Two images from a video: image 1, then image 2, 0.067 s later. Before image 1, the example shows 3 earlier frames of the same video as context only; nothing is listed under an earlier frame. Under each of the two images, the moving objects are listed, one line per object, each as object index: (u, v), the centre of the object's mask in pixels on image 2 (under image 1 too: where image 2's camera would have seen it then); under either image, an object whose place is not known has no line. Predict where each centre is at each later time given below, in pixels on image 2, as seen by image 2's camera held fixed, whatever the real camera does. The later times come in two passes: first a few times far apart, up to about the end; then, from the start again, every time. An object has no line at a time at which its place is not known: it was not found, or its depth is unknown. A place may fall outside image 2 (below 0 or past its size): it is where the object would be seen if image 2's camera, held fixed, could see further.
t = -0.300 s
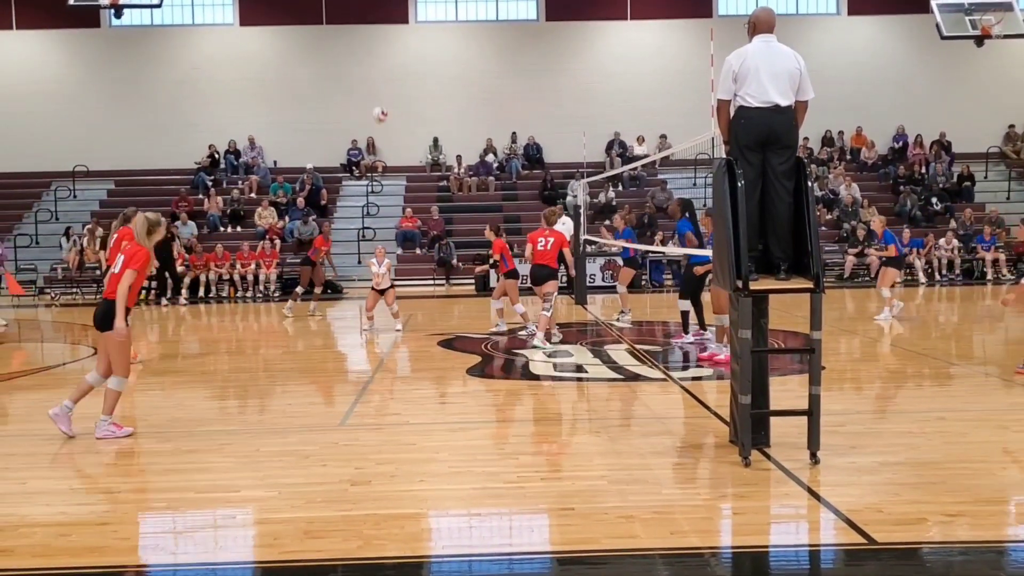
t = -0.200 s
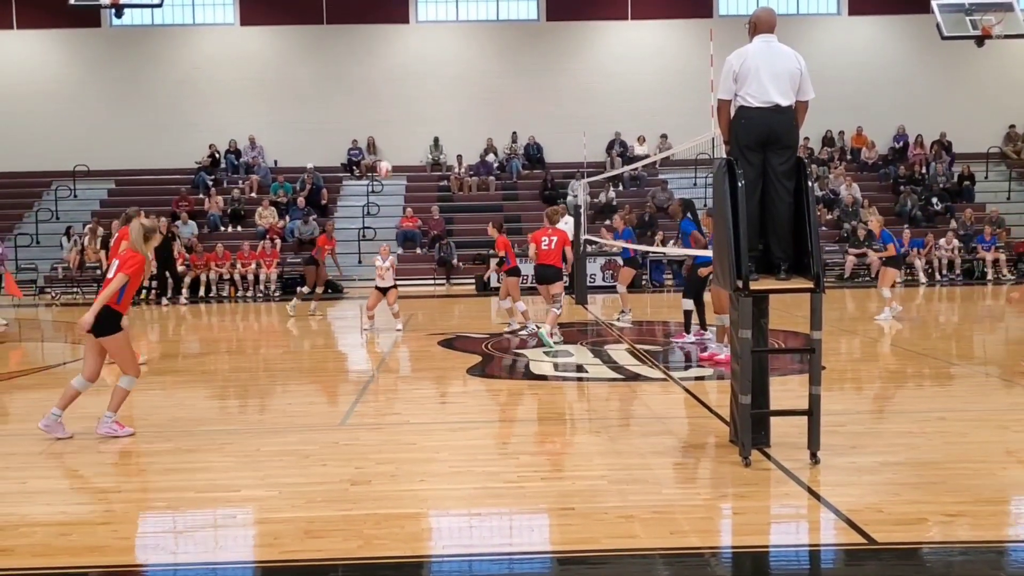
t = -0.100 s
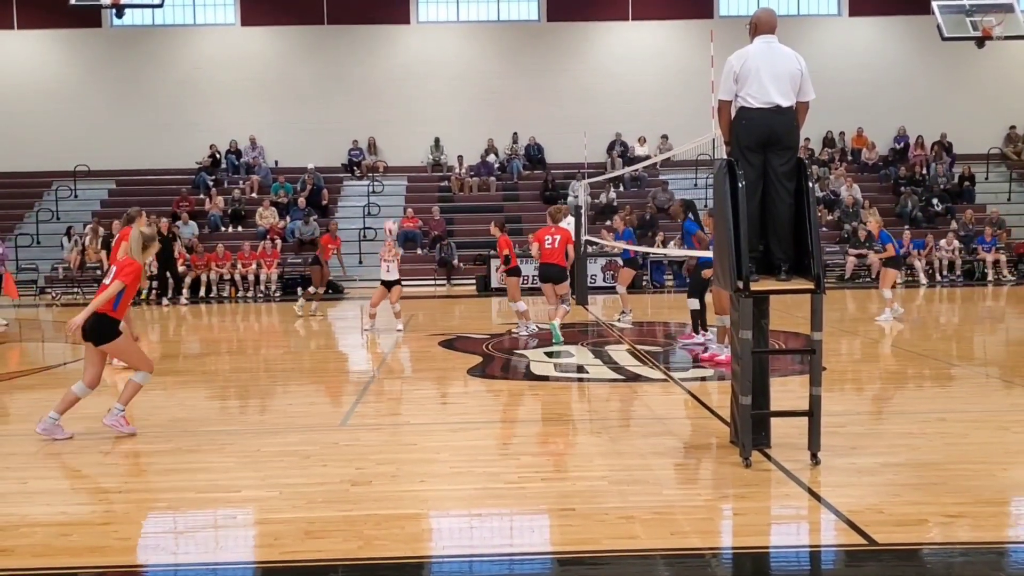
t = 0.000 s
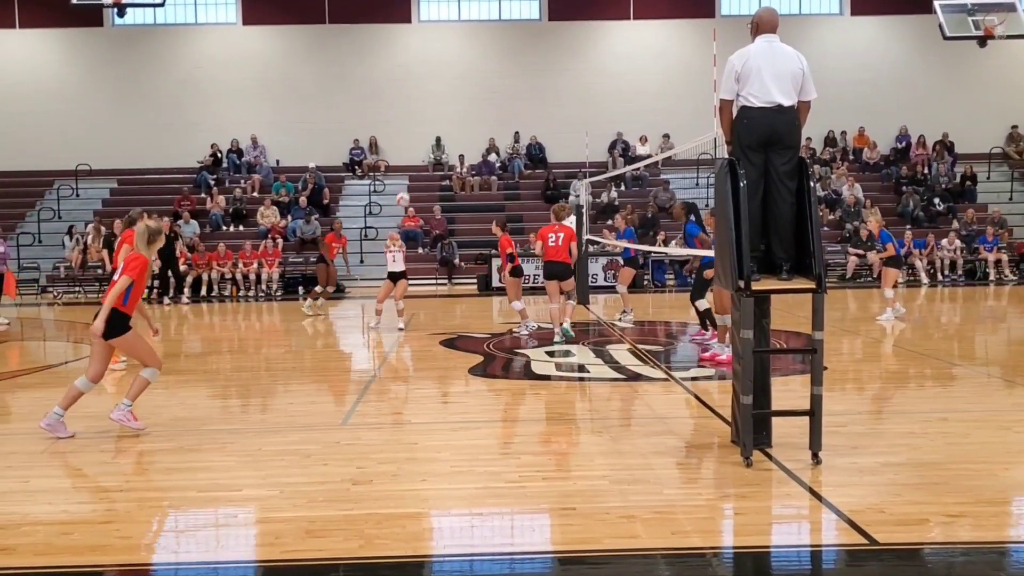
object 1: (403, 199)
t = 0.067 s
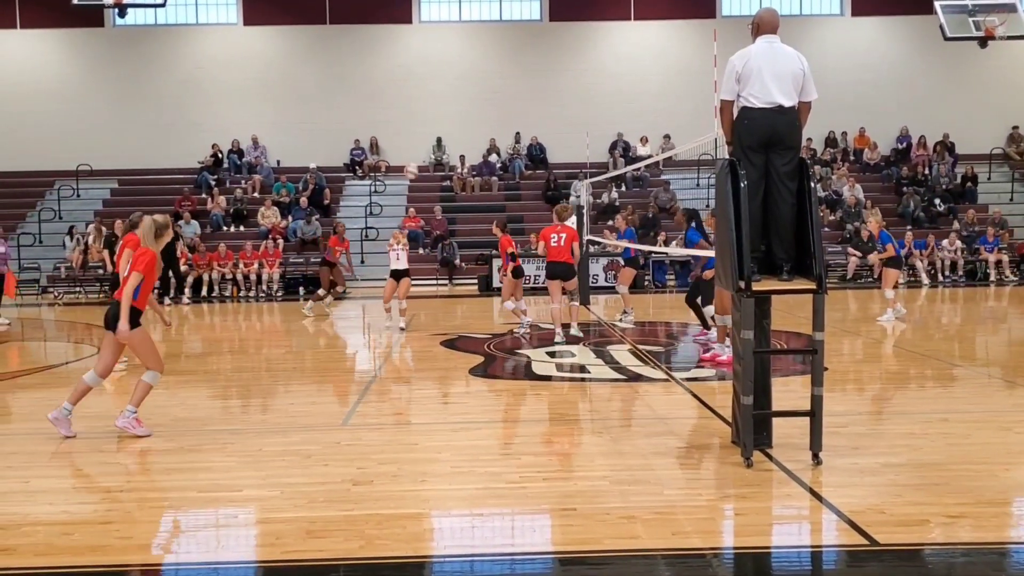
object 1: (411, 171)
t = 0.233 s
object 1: (430, 113)
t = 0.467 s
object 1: (455, 64)
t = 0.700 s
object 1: (479, 54)
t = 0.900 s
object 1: (498, 72)
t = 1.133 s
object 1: (520, 122)
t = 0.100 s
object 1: (415, 157)
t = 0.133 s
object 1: (418, 145)
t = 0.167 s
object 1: (423, 133)
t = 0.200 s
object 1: (427, 123)
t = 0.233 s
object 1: (430, 113)
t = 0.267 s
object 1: (433, 103)
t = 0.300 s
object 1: (438, 95)
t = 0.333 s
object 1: (441, 87)
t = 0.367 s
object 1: (444, 80)
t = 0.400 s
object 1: (447, 74)
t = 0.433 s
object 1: (452, 69)
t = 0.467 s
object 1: (455, 64)
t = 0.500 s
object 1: (458, 61)
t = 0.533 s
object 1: (461, 58)
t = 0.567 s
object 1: (465, 56)
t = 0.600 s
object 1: (469, 54)
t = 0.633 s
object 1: (472, 54)
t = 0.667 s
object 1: (476, 54)
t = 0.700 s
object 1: (479, 54)
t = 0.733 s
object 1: (482, 55)
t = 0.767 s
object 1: (485, 57)
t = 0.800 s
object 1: (488, 60)
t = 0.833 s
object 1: (492, 64)
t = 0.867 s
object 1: (495, 67)
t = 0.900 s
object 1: (498, 72)
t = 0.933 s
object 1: (502, 78)
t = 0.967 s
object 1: (505, 84)
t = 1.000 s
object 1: (508, 90)
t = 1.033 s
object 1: (511, 97)
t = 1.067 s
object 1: (515, 105)
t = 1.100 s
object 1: (517, 113)
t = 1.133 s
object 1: (520, 122)
